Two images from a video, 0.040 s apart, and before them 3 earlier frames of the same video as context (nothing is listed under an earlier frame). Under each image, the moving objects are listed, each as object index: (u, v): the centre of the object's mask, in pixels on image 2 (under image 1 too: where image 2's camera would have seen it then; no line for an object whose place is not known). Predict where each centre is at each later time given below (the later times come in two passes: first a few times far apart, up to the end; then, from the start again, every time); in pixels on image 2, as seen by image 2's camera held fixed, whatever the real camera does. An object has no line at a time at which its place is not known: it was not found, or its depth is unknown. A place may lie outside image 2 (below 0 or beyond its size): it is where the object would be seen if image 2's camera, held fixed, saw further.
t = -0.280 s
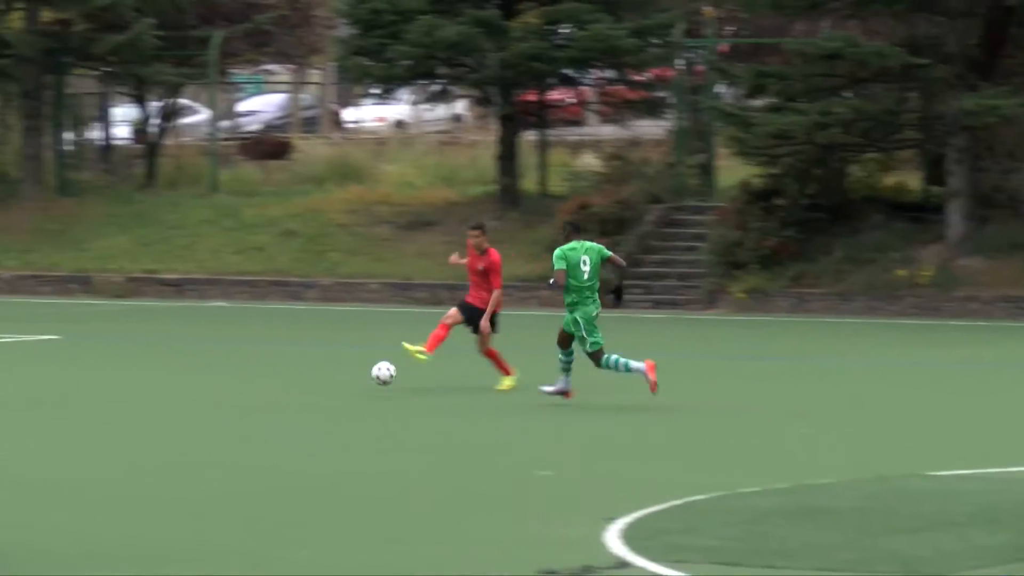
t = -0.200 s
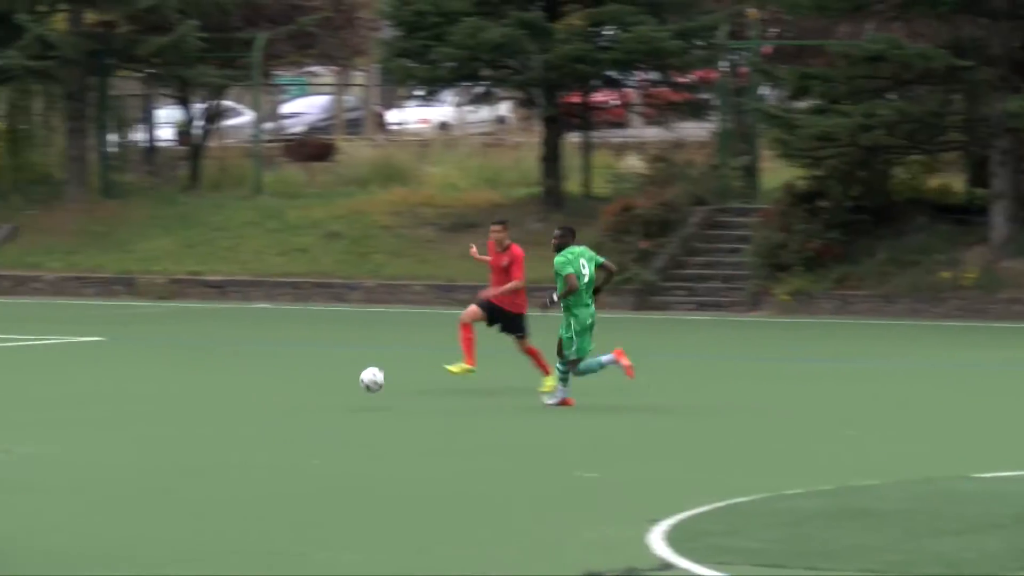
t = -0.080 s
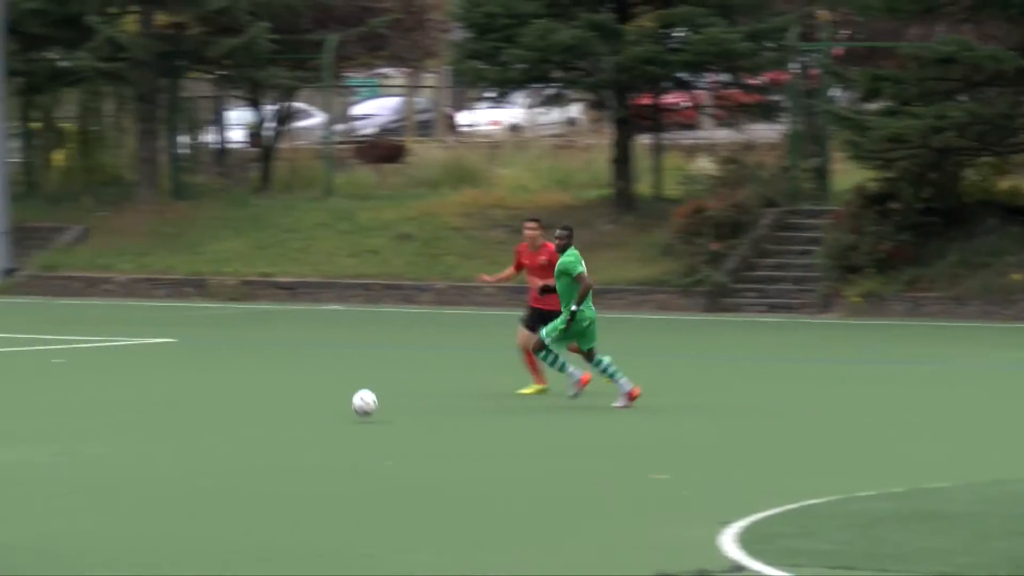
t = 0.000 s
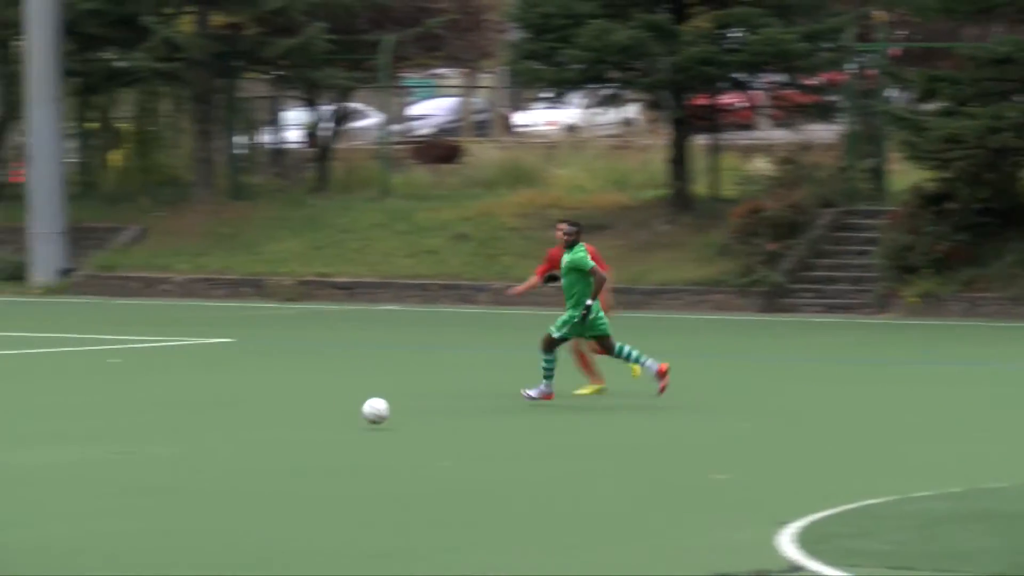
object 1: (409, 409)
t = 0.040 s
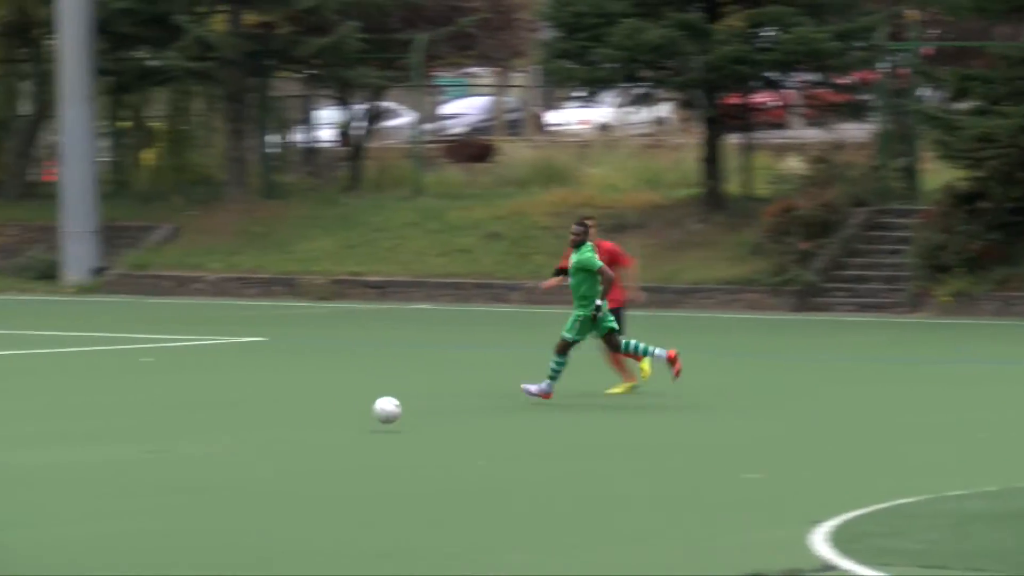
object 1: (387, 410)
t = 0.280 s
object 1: (261, 435)
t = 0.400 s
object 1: (206, 451)
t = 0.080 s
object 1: (365, 413)
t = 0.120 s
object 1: (342, 418)
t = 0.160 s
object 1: (320, 427)
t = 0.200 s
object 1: (299, 436)
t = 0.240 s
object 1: (280, 434)
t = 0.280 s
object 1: (261, 435)
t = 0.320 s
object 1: (243, 438)
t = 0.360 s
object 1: (224, 442)
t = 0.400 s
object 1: (206, 451)
